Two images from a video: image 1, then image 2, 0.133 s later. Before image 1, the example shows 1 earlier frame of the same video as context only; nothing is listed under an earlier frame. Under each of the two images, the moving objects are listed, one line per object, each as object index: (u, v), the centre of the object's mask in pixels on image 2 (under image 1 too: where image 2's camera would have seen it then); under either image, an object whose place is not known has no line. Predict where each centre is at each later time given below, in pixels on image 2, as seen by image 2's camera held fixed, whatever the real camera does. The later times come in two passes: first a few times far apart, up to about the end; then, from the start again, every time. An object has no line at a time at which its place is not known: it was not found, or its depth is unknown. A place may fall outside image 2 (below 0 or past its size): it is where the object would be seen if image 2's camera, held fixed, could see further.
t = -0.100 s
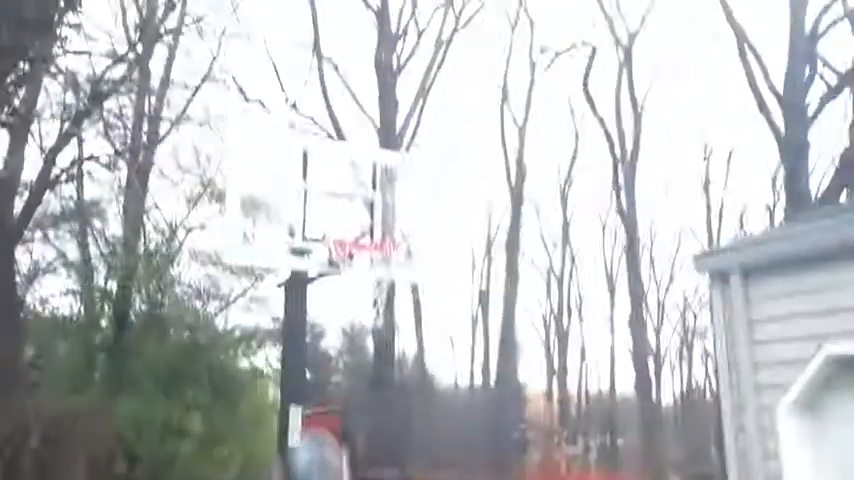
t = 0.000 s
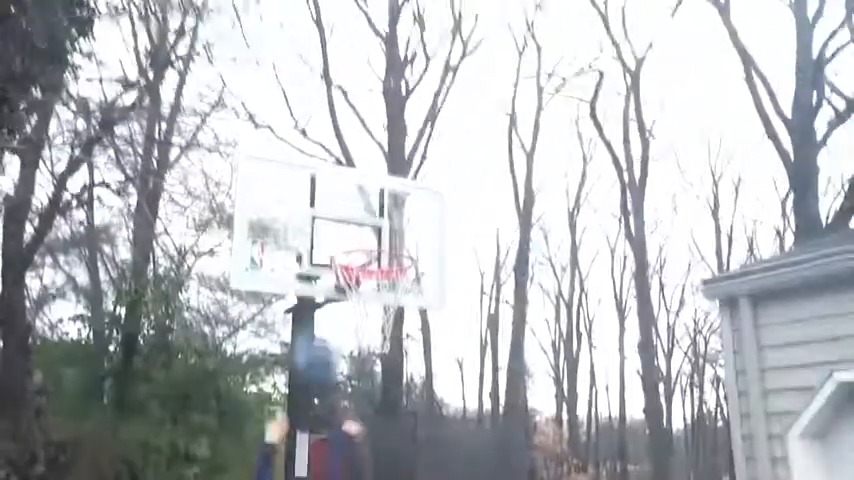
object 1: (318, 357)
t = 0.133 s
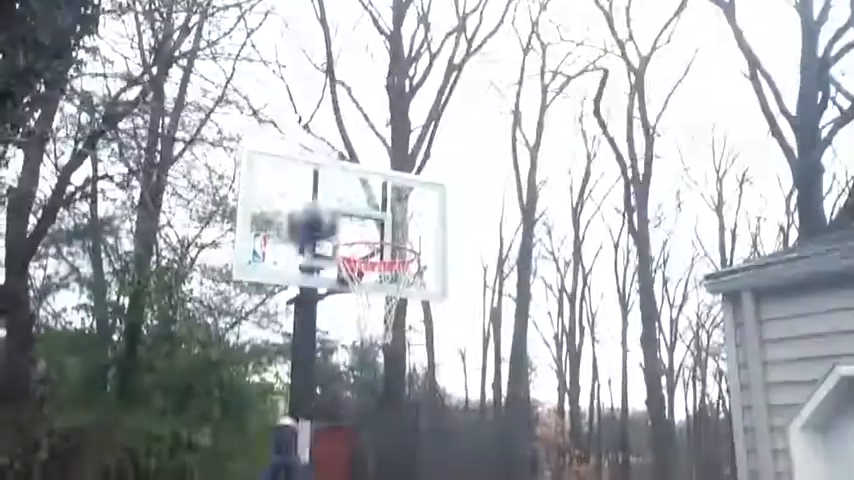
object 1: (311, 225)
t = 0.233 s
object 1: (310, 167)
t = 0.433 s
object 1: (303, 121)
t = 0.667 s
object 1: (294, 139)
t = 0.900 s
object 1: (284, 244)
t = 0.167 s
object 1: (311, 205)
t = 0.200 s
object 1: (310, 185)
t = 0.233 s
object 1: (310, 167)
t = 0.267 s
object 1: (309, 153)
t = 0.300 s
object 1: (308, 143)
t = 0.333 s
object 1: (307, 134)
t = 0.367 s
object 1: (306, 129)
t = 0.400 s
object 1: (304, 124)
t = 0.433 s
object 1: (303, 121)
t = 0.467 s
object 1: (302, 121)
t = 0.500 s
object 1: (300, 121)
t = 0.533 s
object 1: (299, 124)
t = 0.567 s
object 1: (298, 128)
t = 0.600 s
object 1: (296, 133)
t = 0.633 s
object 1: (295, 137)
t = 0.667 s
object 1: (294, 139)
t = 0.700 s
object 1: (289, 169)
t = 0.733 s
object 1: (289, 175)
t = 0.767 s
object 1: (288, 182)
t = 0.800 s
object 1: (286, 196)
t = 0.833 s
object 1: (285, 211)
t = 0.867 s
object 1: (284, 227)
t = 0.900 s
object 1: (284, 244)
